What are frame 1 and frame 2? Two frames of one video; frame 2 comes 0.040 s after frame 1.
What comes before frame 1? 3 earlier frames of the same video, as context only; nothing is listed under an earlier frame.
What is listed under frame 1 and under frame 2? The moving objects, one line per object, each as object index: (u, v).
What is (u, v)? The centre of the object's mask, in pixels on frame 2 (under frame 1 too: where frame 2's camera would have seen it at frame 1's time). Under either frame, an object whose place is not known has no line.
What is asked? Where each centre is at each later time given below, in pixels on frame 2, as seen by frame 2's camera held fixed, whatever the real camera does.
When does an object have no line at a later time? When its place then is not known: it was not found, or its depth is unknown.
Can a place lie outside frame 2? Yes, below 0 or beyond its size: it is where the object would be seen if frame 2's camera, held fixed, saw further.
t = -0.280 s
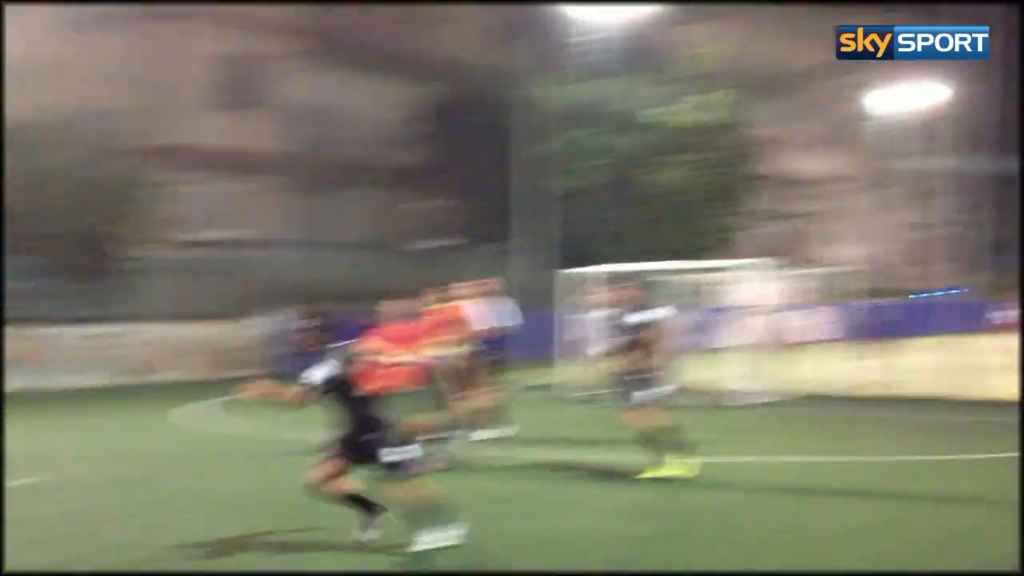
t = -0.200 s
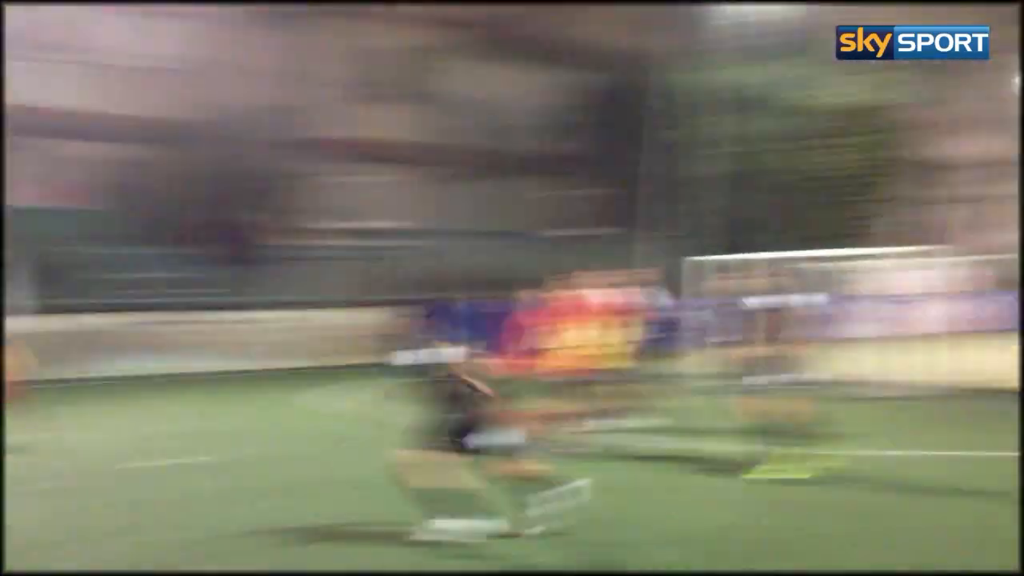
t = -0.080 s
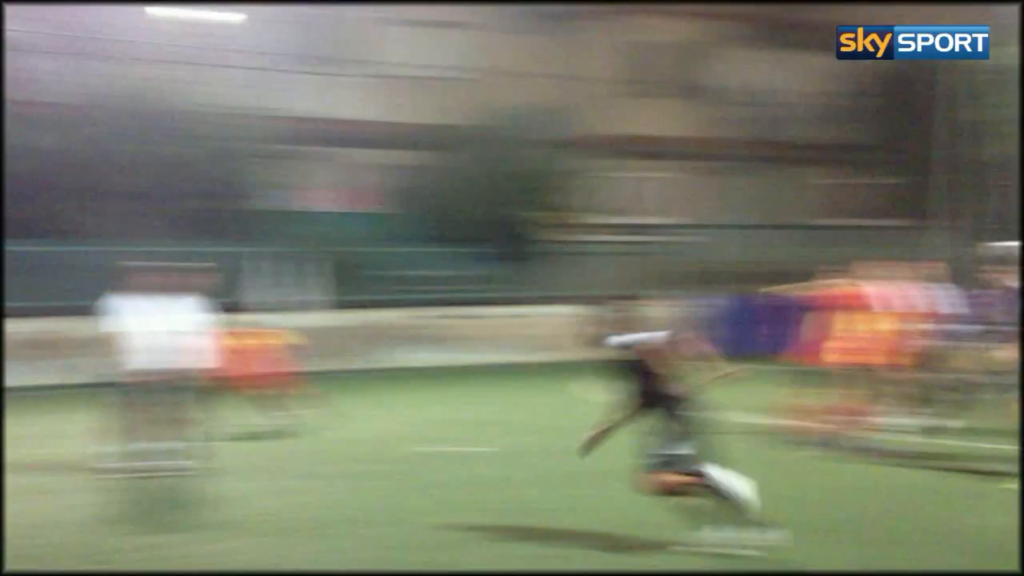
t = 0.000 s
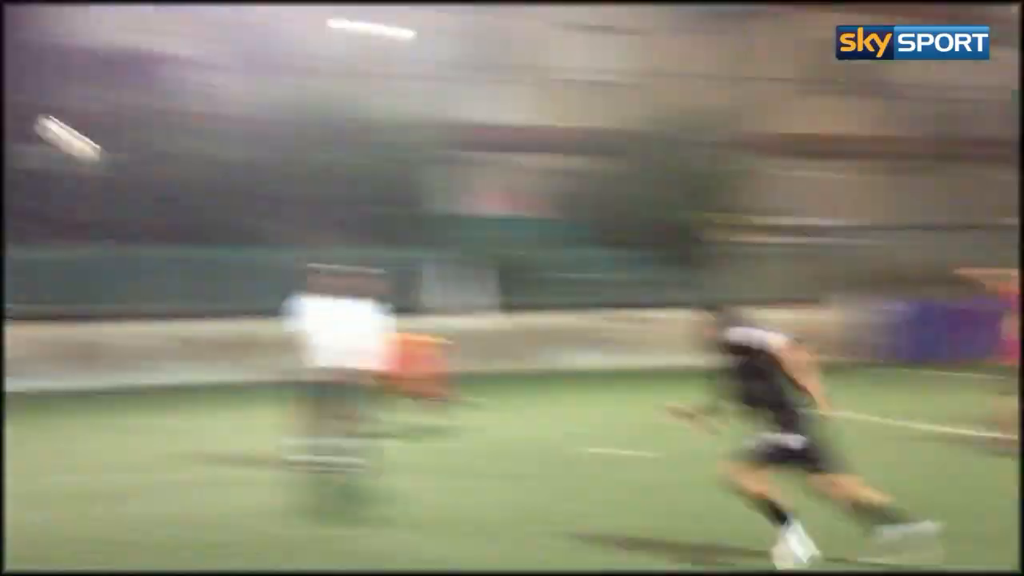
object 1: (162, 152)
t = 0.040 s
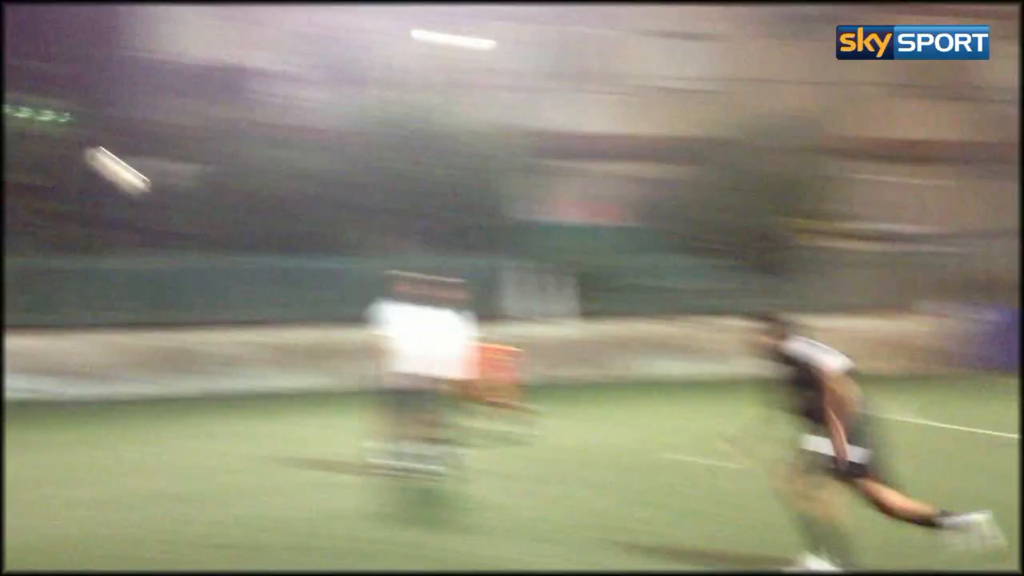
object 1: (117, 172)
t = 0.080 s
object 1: (71, 193)
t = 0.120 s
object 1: (22, 215)
